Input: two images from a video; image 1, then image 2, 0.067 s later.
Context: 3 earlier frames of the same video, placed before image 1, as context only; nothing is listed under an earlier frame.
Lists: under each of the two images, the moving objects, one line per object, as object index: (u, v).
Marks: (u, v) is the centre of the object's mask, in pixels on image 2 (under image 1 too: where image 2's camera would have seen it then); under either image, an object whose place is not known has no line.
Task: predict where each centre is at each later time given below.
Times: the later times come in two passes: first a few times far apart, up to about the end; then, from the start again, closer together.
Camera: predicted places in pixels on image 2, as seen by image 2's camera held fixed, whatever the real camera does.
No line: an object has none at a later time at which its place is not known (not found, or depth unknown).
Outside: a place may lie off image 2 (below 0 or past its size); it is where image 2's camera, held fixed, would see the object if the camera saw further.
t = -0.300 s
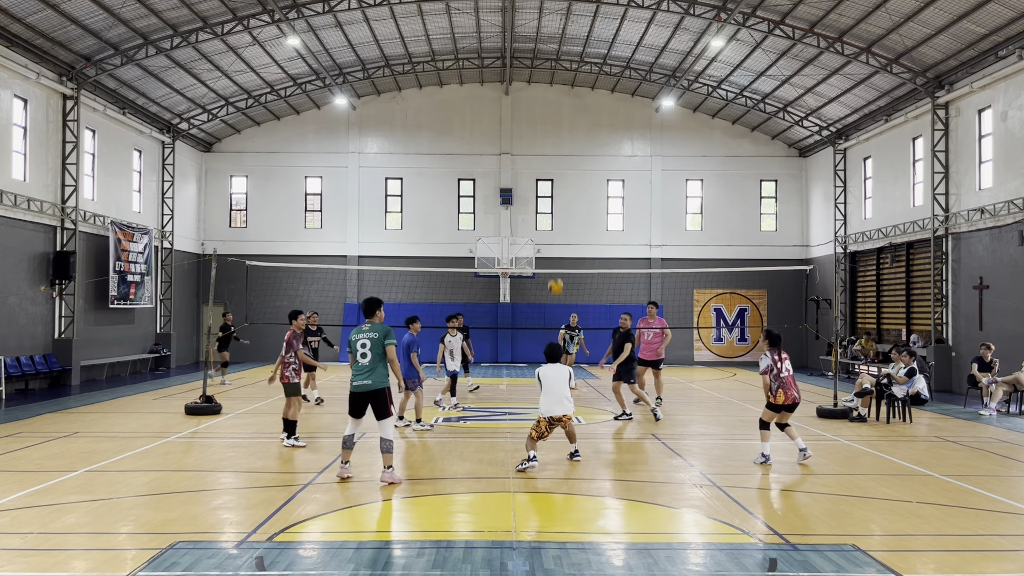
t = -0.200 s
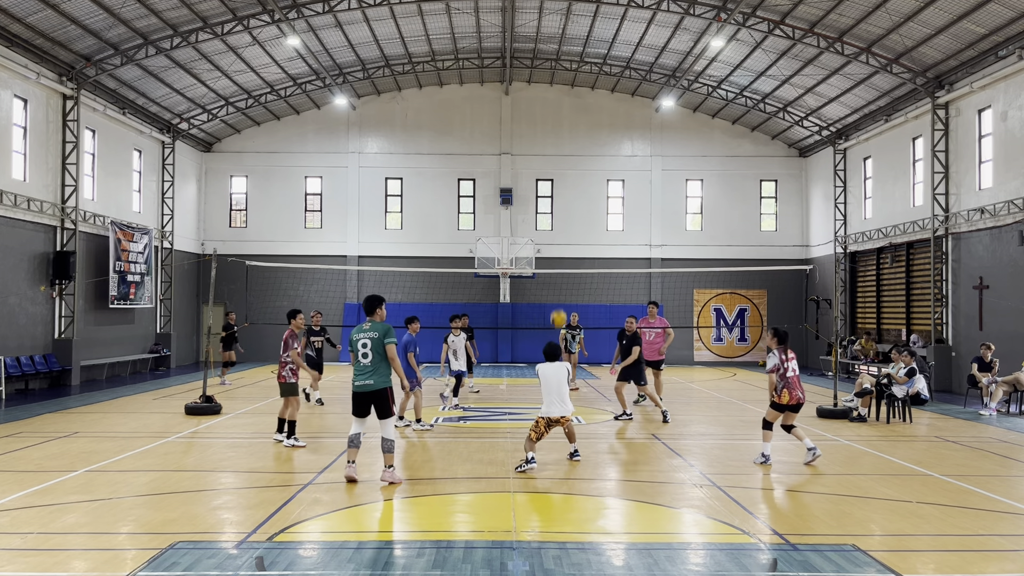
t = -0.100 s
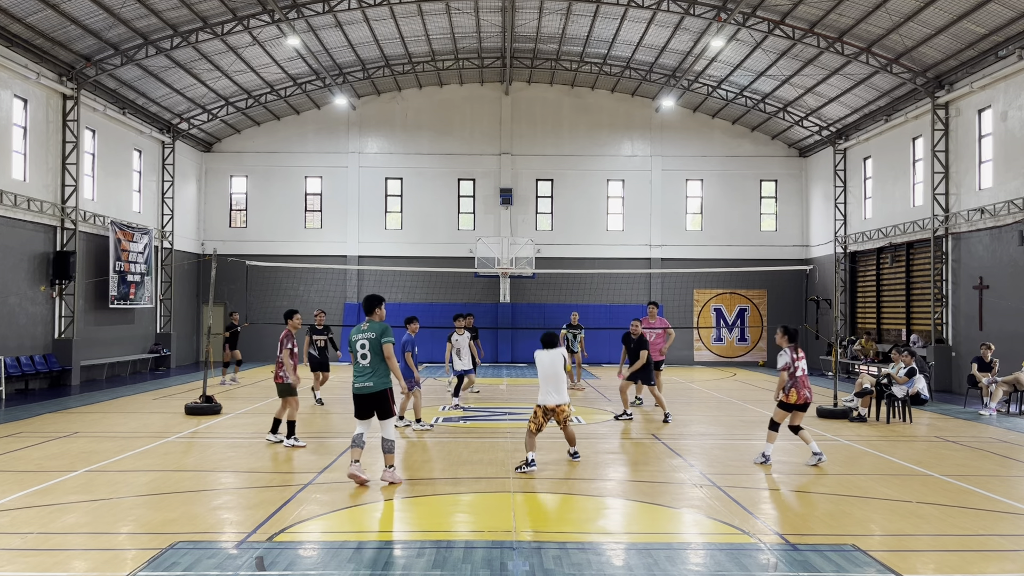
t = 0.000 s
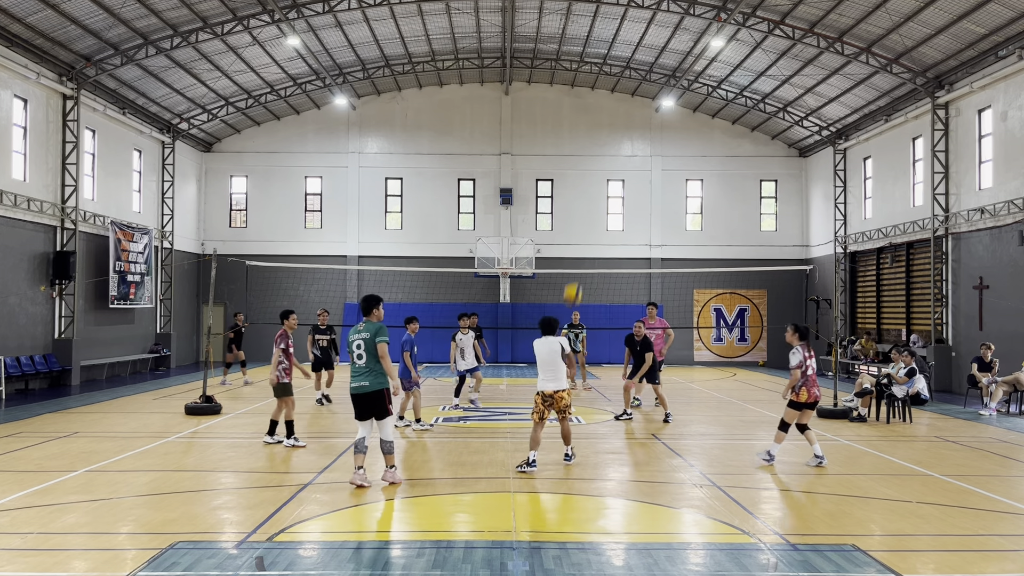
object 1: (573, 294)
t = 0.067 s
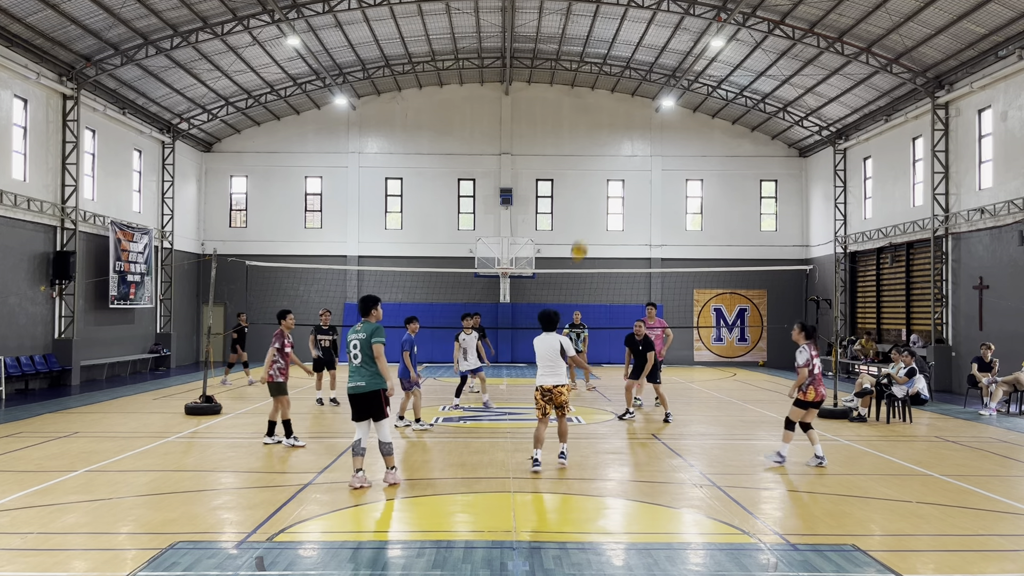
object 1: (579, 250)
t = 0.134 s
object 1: (586, 211)
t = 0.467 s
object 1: (616, 82)
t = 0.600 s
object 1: (627, 59)
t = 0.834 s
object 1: (644, 49)
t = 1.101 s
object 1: (664, 85)
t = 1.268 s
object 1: (674, 131)
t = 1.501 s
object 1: (686, 223)
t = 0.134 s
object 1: (586, 211)
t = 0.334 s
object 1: (604, 121)
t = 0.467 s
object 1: (616, 82)
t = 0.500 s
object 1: (618, 75)
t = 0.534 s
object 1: (621, 69)
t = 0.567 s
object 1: (624, 63)
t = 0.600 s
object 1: (627, 59)
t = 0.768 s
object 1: (640, 48)
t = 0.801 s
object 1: (642, 48)
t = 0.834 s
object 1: (644, 49)
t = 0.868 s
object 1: (647, 51)
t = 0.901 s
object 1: (650, 54)
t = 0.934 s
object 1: (652, 57)
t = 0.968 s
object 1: (654, 61)
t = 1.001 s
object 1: (657, 66)
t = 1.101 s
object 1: (664, 85)
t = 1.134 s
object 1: (666, 92)
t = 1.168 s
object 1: (668, 103)
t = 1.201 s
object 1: (670, 112)
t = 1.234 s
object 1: (673, 121)
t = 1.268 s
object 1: (674, 131)
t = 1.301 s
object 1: (676, 142)
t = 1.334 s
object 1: (678, 154)
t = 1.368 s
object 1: (680, 167)
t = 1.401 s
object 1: (681, 180)
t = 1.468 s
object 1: (685, 208)
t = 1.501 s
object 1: (686, 223)
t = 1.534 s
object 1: (688, 238)
